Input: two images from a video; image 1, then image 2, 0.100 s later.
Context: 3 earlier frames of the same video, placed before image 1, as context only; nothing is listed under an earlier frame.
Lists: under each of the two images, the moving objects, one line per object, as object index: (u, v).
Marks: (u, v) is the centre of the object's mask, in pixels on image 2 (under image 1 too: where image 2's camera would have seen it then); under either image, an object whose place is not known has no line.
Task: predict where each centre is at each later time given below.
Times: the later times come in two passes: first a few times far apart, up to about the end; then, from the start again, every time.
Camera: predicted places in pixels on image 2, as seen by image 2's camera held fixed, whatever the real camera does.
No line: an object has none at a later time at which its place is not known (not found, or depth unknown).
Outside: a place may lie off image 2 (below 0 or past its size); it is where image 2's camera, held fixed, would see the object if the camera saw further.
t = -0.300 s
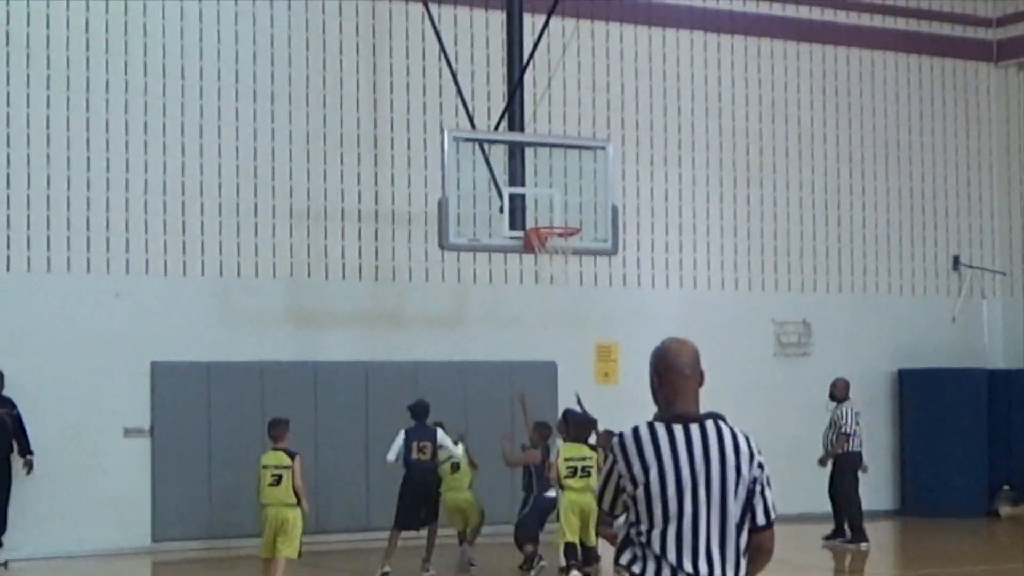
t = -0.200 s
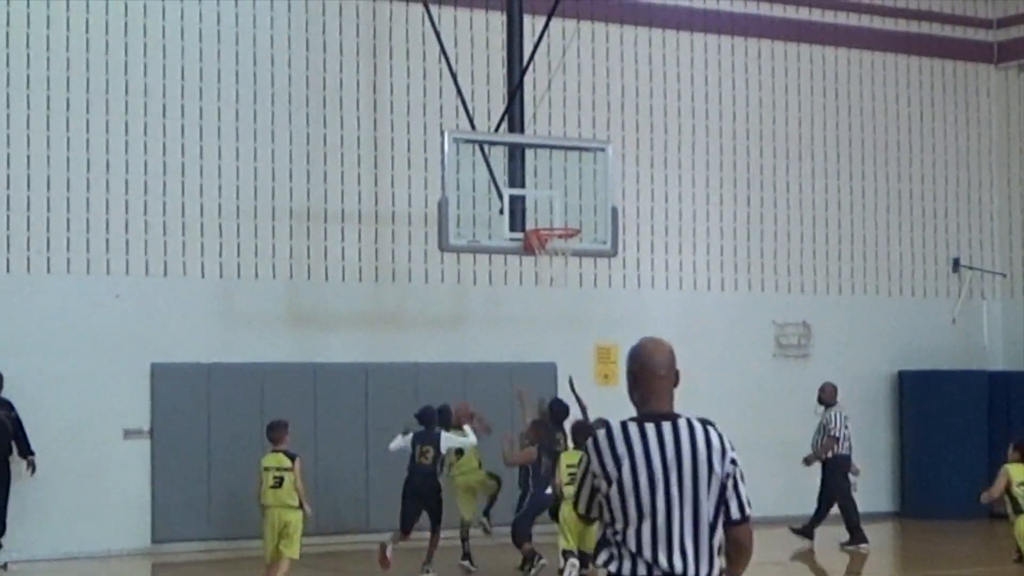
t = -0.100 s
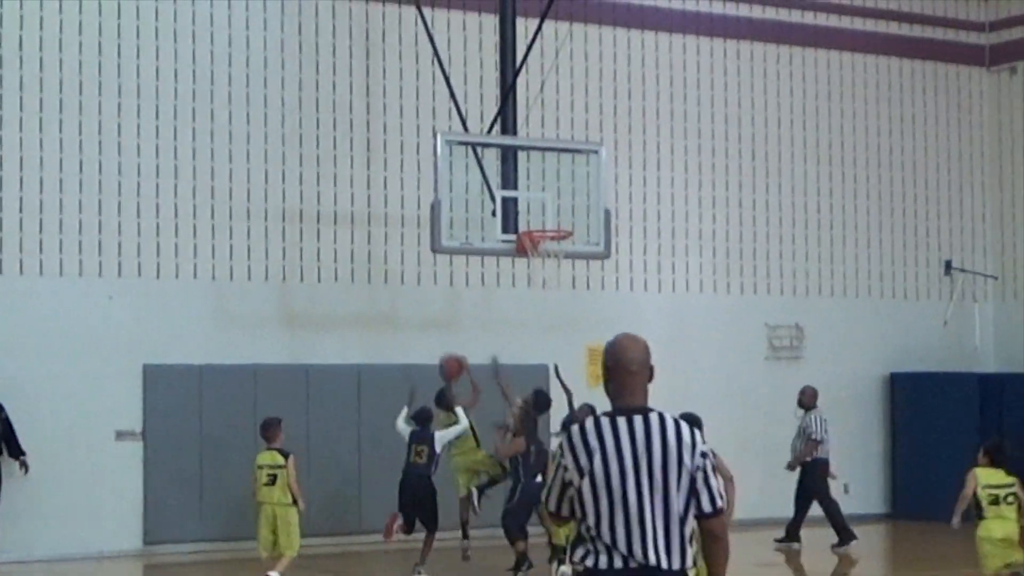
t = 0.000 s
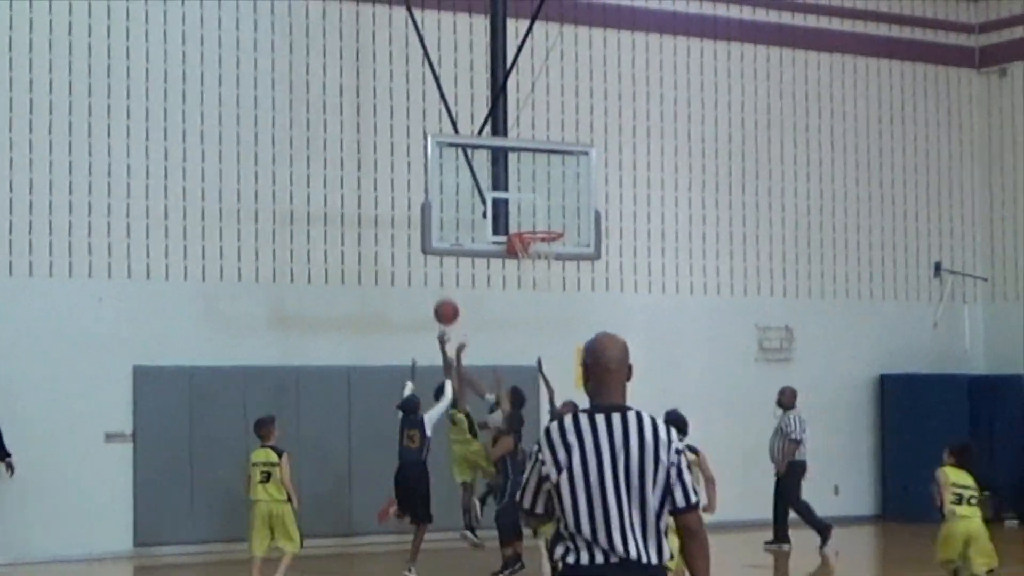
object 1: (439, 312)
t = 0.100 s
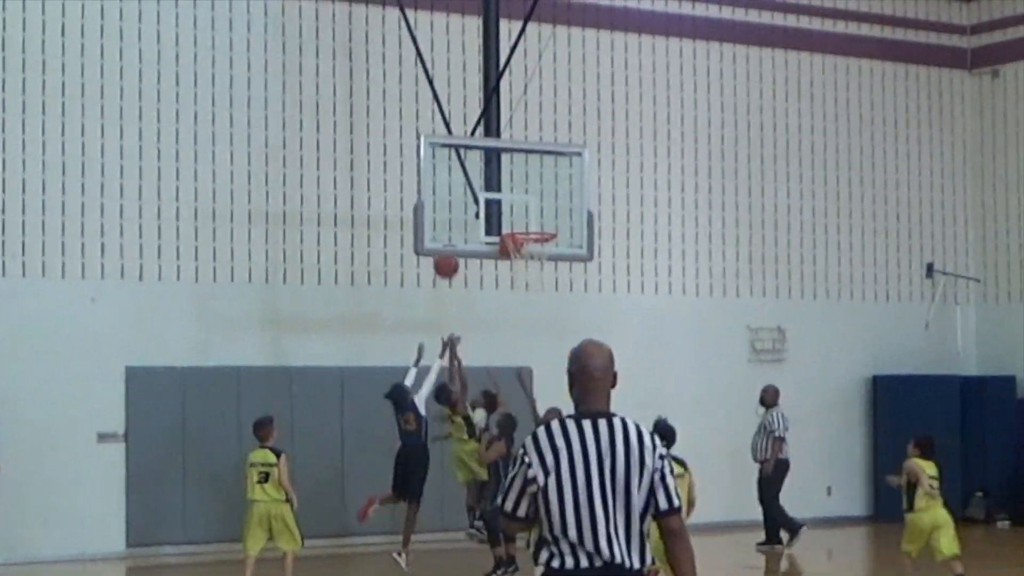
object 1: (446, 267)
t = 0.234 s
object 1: (456, 220)
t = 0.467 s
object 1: (474, 189)
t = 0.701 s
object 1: (492, 214)
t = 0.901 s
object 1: (496, 273)
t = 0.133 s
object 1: (449, 253)
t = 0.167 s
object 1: (452, 241)
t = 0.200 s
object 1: (454, 230)
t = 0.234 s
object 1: (456, 220)
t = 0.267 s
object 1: (459, 213)
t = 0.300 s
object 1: (462, 206)
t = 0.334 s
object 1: (464, 200)
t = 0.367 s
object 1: (466, 196)
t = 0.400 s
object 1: (469, 192)
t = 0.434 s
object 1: (471, 190)
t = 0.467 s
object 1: (474, 189)
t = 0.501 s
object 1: (476, 189)
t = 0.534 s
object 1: (479, 190)
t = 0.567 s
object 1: (482, 193)
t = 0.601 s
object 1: (484, 196)
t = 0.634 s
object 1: (487, 201)
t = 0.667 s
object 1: (489, 208)
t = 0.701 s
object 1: (492, 214)
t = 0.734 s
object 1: (495, 223)
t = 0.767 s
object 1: (500, 237)
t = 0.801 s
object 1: (499, 243)
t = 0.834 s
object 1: (498, 251)
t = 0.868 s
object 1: (497, 261)
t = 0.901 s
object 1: (496, 273)
